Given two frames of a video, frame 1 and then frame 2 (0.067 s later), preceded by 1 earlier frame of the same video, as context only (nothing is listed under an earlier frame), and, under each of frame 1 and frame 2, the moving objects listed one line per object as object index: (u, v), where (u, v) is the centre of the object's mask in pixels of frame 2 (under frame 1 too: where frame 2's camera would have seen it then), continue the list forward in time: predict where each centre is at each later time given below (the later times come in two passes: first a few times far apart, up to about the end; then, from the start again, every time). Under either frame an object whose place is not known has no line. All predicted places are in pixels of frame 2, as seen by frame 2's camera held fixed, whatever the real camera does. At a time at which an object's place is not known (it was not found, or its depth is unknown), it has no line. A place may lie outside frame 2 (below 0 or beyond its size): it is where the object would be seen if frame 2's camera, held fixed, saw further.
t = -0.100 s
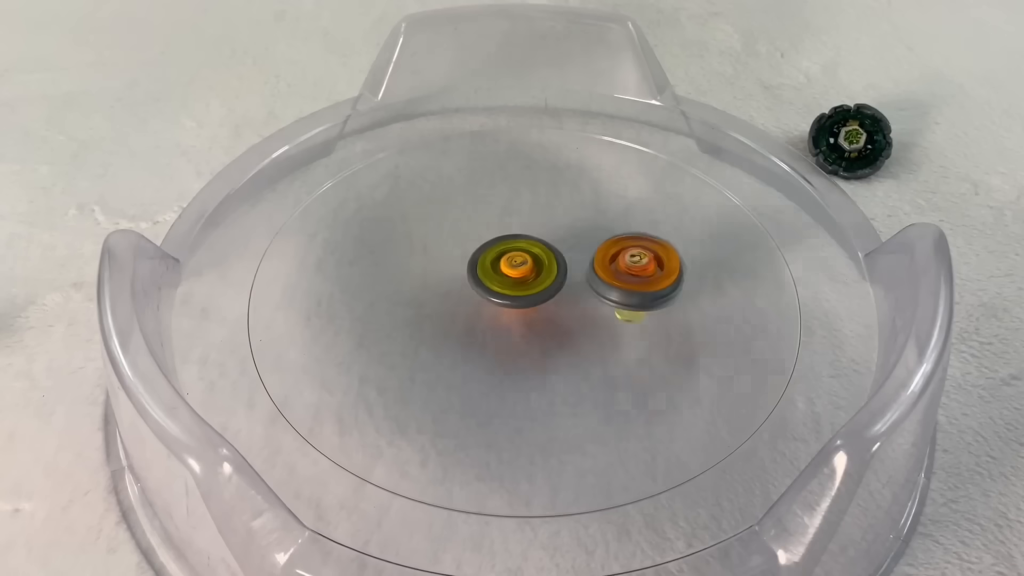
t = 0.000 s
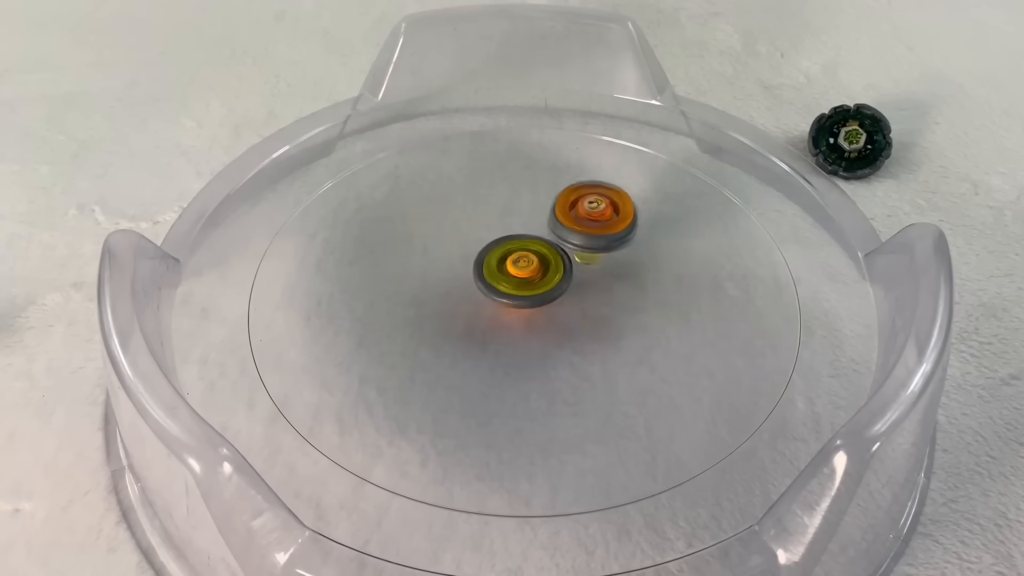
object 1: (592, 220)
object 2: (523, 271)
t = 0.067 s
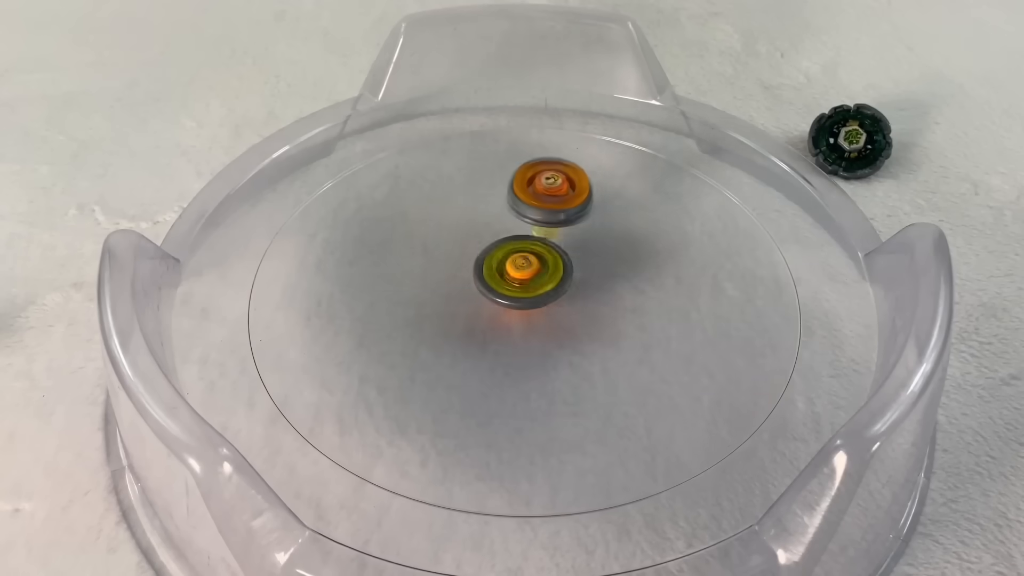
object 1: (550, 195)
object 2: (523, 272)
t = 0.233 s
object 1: (435, 183)
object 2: (527, 271)
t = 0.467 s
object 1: (366, 277)
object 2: (529, 272)
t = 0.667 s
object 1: (509, 348)
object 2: (537, 276)
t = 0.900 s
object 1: (655, 254)
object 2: (541, 283)
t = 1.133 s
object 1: (574, 163)
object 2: (541, 284)
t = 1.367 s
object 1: (433, 205)
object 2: (536, 287)
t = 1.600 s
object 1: (470, 339)
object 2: (536, 287)
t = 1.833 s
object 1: (666, 340)
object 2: (533, 292)
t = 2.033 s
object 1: (686, 242)
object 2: (529, 289)
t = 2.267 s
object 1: (518, 203)
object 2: (521, 292)
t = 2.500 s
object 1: (387, 290)
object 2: (519, 294)
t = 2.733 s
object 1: (482, 391)
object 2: (522, 290)
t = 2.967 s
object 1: (630, 314)
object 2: (518, 285)
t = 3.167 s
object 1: (570, 213)
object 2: (516, 285)
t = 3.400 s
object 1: (414, 194)
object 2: (520, 284)
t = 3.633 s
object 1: (379, 297)
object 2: (522, 278)
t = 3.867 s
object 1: (568, 334)
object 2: (519, 274)
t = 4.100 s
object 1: (650, 223)
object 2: (527, 276)
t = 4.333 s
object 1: (534, 165)
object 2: (533, 273)
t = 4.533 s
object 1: (437, 235)
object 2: (530, 278)
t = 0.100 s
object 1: (526, 187)
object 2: (522, 271)
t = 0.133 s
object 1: (503, 182)
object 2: (522, 271)
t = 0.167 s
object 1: (480, 179)
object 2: (523, 270)
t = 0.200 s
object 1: (457, 179)
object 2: (525, 270)
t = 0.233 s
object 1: (435, 183)
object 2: (527, 271)
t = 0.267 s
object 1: (414, 189)
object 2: (529, 272)
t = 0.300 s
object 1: (396, 198)
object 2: (529, 273)
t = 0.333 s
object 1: (380, 210)
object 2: (529, 274)
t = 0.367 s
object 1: (369, 224)
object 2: (528, 274)
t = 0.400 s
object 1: (362, 241)
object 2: (527, 274)
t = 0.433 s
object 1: (362, 258)
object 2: (527, 273)
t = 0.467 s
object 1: (366, 277)
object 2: (529, 272)
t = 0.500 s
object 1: (376, 296)
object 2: (531, 271)
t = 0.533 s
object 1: (393, 314)
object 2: (533, 271)
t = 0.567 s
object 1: (416, 329)
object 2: (535, 272)
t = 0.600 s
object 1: (444, 340)
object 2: (537, 274)
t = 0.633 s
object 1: (476, 347)
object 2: (537, 276)
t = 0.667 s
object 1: (509, 348)
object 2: (537, 276)
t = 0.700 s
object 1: (541, 344)
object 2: (535, 274)
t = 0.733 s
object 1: (573, 335)
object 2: (532, 275)
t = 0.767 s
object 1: (599, 324)
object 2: (533, 276)
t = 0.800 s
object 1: (620, 309)
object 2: (536, 278)
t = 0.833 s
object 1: (639, 293)
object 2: (540, 279)
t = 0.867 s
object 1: (650, 273)
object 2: (541, 281)
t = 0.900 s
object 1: (655, 254)
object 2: (541, 283)
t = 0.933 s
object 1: (655, 236)
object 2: (539, 284)
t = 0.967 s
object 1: (651, 218)
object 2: (538, 284)
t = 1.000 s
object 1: (642, 203)
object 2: (536, 284)
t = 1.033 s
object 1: (629, 189)
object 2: (536, 283)
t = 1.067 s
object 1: (613, 178)
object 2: (537, 283)
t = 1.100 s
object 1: (595, 169)
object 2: (539, 283)
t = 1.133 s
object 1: (574, 163)
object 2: (541, 284)
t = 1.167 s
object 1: (553, 160)
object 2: (541, 286)
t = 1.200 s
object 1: (531, 159)
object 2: (541, 287)
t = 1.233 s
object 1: (509, 160)
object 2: (540, 288)
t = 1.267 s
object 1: (487, 166)
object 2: (538, 288)
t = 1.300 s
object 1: (467, 177)
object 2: (537, 288)
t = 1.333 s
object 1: (449, 190)
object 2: (536, 287)
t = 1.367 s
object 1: (433, 205)
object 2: (536, 287)
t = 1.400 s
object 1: (422, 223)
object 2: (537, 286)
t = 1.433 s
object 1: (416, 243)
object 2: (538, 287)
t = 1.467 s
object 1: (415, 264)
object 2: (539, 288)
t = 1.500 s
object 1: (421, 285)
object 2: (538, 289)
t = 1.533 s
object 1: (432, 305)
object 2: (537, 290)
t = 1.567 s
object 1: (448, 323)
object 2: (537, 290)
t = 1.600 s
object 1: (470, 339)
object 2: (536, 287)
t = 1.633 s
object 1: (496, 352)
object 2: (534, 286)
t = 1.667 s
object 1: (526, 361)
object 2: (532, 286)
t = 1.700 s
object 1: (558, 367)
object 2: (534, 287)
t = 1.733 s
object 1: (591, 366)
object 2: (535, 288)
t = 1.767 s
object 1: (620, 361)
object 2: (536, 289)
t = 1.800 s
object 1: (645, 352)
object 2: (535, 291)
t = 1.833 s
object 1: (666, 340)
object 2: (533, 292)
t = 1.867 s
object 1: (683, 326)
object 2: (531, 292)
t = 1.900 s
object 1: (697, 311)
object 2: (528, 291)
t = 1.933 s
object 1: (704, 292)
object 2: (526, 290)
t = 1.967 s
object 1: (705, 275)
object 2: (526, 289)
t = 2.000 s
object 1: (699, 257)
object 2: (528, 289)
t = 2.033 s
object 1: (686, 242)
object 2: (529, 289)
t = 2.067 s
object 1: (670, 228)
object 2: (529, 290)
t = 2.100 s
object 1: (650, 216)
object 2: (528, 291)
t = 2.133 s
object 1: (626, 208)
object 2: (526, 292)
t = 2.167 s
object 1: (599, 202)
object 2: (524, 292)
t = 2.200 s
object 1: (572, 200)
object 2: (522, 293)
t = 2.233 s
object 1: (544, 200)
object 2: (521, 293)
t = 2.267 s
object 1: (518, 203)
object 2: (521, 292)
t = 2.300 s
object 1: (492, 209)
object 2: (522, 292)
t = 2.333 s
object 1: (466, 217)
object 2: (523, 292)
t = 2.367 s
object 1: (444, 228)
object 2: (523, 293)
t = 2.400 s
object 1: (424, 242)
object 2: (523, 294)
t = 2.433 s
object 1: (408, 256)
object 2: (522, 295)
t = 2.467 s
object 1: (395, 273)
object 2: (520, 295)
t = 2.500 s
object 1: (387, 290)
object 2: (519, 294)
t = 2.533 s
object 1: (383, 309)
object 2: (518, 292)
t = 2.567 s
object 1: (386, 327)
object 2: (518, 290)
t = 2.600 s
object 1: (394, 344)
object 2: (519, 289)
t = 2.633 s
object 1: (408, 361)
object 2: (521, 289)
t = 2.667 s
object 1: (427, 375)
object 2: (522, 289)
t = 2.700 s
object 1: (453, 386)
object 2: (523, 290)
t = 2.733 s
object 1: (482, 391)
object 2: (522, 290)
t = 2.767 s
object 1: (511, 392)
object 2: (521, 290)
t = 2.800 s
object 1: (540, 388)
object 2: (519, 290)
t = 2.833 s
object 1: (569, 381)
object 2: (517, 290)
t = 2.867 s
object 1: (592, 367)
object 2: (515, 288)
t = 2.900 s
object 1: (610, 351)
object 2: (515, 286)
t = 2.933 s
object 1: (622, 334)
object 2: (516, 285)
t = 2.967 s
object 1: (630, 314)
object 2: (518, 285)
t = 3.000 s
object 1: (631, 295)
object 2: (520, 285)
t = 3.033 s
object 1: (627, 275)
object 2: (521, 286)
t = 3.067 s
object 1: (618, 257)
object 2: (520, 287)
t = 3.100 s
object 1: (606, 240)
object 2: (518, 287)
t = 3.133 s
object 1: (589, 225)
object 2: (517, 287)
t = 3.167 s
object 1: (570, 213)
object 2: (516, 285)
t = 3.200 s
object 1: (550, 202)
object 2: (516, 284)
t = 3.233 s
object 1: (528, 194)
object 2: (517, 283)
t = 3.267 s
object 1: (504, 188)
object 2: (518, 282)
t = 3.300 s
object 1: (481, 185)
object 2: (520, 282)
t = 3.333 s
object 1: (458, 185)
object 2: (521, 283)
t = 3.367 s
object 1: (435, 187)
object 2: (521, 284)
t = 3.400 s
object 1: (414, 194)
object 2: (520, 284)
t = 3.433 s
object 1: (395, 202)
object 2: (518, 284)
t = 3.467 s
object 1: (380, 213)
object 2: (517, 284)
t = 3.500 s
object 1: (368, 228)
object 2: (516, 282)
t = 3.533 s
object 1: (362, 244)
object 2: (517, 281)
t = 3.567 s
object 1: (362, 261)
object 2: (518, 280)
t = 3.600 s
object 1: (367, 279)
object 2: (520, 279)
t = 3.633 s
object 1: (379, 297)
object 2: (522, 278)
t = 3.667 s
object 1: (397, 313)
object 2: (524, 278)
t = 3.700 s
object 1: (419, 326)
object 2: (525, 279)
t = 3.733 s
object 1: (446, 337)
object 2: (525, 279)
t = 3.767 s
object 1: (477, 342)
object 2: (526, 278)
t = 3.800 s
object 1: (508, 343)
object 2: (525, 275)
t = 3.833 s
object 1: (539, 342)
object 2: (521, 274)
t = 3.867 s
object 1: (568, 334)
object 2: (519, 274)
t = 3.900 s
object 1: (593, 322)
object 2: (521, 275)
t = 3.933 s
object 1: (615, 310)
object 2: (523, 275)
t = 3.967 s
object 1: (632, 294)
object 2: (525, 275)
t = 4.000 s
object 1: (643, 276)
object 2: (527, 275)
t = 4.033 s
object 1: (651, 258)
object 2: (528, 275)
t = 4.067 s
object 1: (653, 240)
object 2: (528, 276)
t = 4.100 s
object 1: (650, 223)
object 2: (527, 276)
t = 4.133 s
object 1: (643, 207)
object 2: (526, 275)
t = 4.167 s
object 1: (630, 193)
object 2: (525, 275)
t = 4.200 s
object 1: (615, 182)
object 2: (526, 273)
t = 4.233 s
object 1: (597, 172)
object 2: (527, 272)
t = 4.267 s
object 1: (576, 167)
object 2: (529, 272)
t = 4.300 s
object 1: (556, 165)
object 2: (531, 272)
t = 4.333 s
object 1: (534, 165)
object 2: (533, 273)
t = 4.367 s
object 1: (512, 171)
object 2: (534, 275)
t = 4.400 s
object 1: (493, 177)
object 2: (533, 276)
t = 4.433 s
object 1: (474, 188)
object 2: (533, 277)
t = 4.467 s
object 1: (458, 203)
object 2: (532, 278)
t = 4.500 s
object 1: (447, 218)
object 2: (530, 278)
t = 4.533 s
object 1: (437, 235)
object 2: (530, 278)
